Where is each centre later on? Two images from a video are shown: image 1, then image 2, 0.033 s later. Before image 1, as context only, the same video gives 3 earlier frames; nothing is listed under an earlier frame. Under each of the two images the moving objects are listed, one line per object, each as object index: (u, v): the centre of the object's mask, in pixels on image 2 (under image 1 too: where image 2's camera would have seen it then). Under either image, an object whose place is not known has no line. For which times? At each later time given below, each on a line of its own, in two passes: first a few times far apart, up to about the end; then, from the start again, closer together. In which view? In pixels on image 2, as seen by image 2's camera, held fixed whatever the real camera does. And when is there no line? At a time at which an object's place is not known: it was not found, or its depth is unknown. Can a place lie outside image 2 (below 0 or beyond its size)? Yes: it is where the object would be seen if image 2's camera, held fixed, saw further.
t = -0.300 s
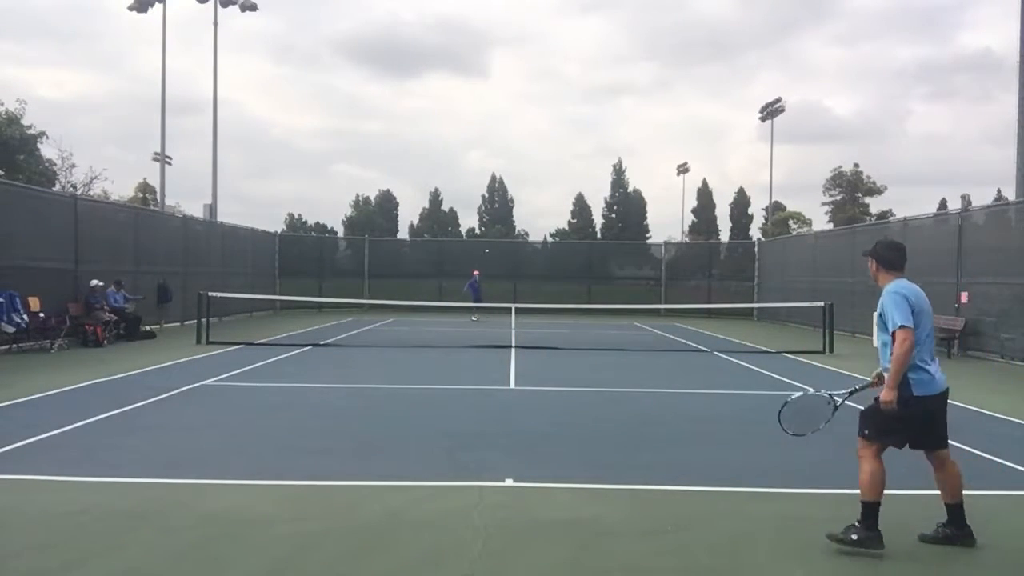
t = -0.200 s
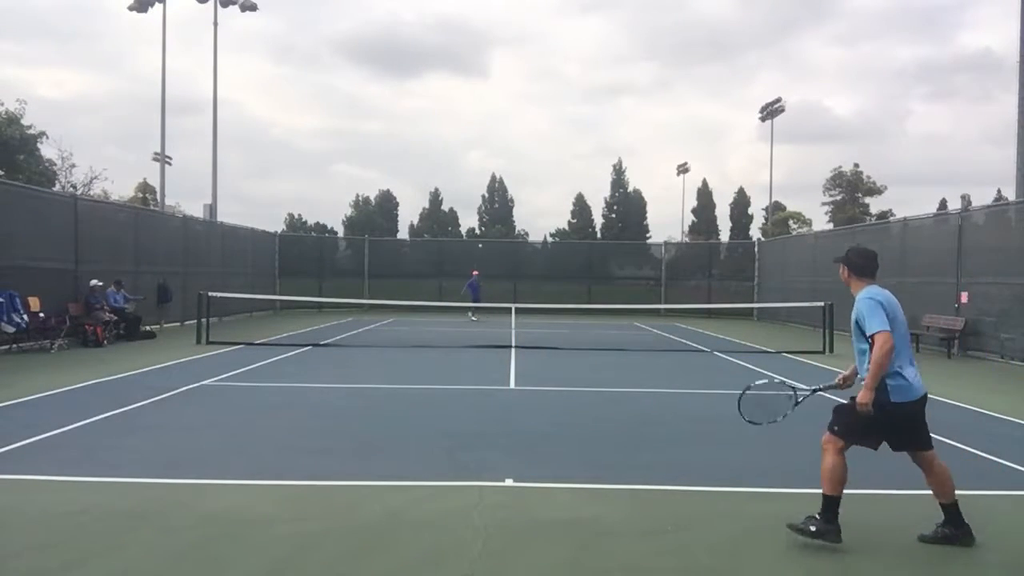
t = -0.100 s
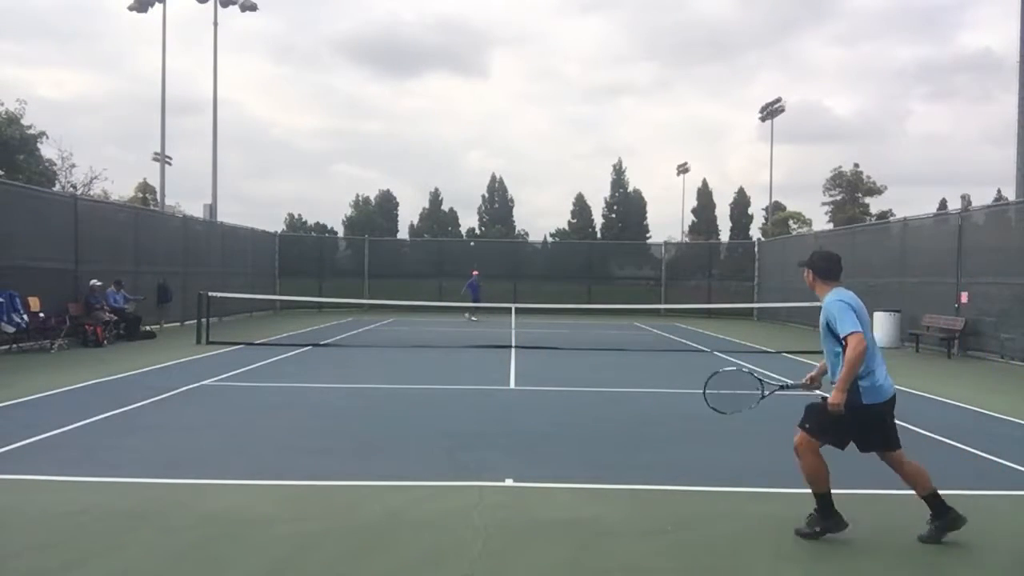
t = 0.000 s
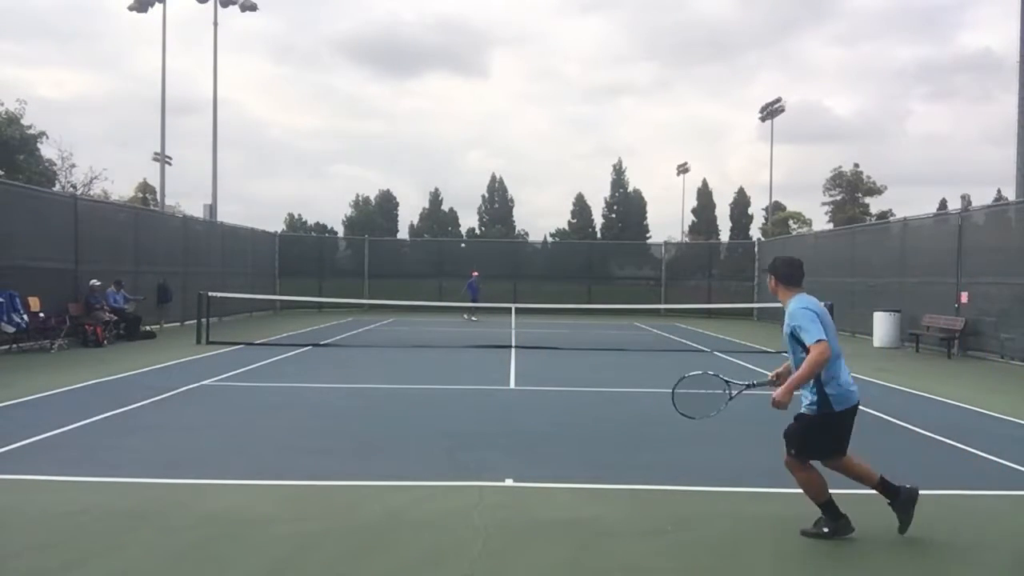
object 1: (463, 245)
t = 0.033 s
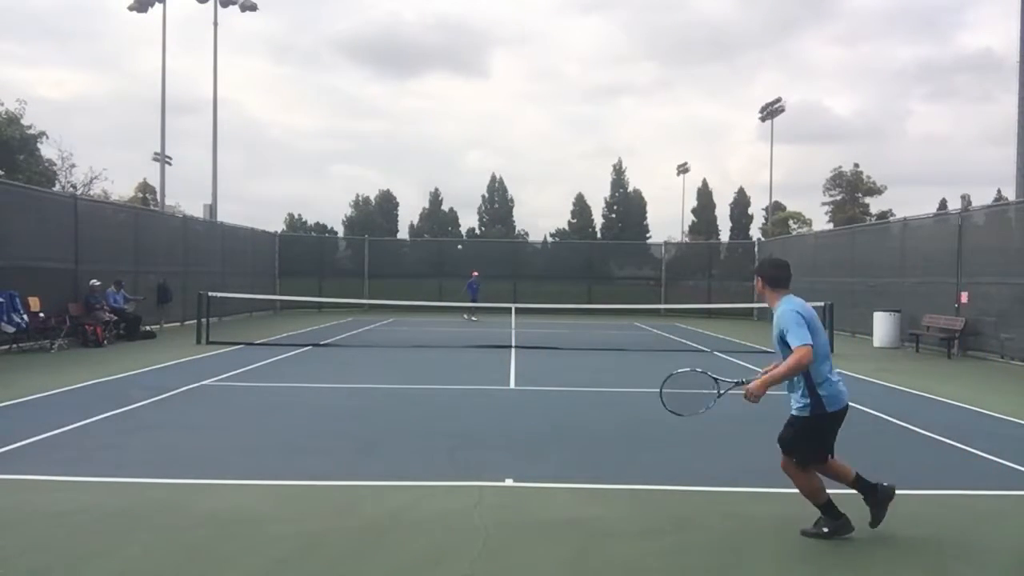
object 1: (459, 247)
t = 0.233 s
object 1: (434, 271)
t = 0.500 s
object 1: (379, 372)
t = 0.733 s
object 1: (321, 391)
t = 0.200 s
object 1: (438, 265)
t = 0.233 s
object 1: (434, 271)
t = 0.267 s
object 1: (429, 278)
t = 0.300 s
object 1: (423, 287)
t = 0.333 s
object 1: (417, 297)
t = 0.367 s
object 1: (411, 308)
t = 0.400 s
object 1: (403, 320)
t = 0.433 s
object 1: (396, 335)
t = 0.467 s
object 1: (388, 352)
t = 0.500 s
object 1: (379, 372)
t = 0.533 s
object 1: (369, 393)
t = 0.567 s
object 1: (358, 419)
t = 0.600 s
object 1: (349, 427)
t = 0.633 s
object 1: (343, 417)
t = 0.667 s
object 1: (336, 408)
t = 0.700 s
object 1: (329, 400)
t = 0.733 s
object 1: (321, 391)
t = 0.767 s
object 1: (313, 385)
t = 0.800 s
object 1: (304, 379)
